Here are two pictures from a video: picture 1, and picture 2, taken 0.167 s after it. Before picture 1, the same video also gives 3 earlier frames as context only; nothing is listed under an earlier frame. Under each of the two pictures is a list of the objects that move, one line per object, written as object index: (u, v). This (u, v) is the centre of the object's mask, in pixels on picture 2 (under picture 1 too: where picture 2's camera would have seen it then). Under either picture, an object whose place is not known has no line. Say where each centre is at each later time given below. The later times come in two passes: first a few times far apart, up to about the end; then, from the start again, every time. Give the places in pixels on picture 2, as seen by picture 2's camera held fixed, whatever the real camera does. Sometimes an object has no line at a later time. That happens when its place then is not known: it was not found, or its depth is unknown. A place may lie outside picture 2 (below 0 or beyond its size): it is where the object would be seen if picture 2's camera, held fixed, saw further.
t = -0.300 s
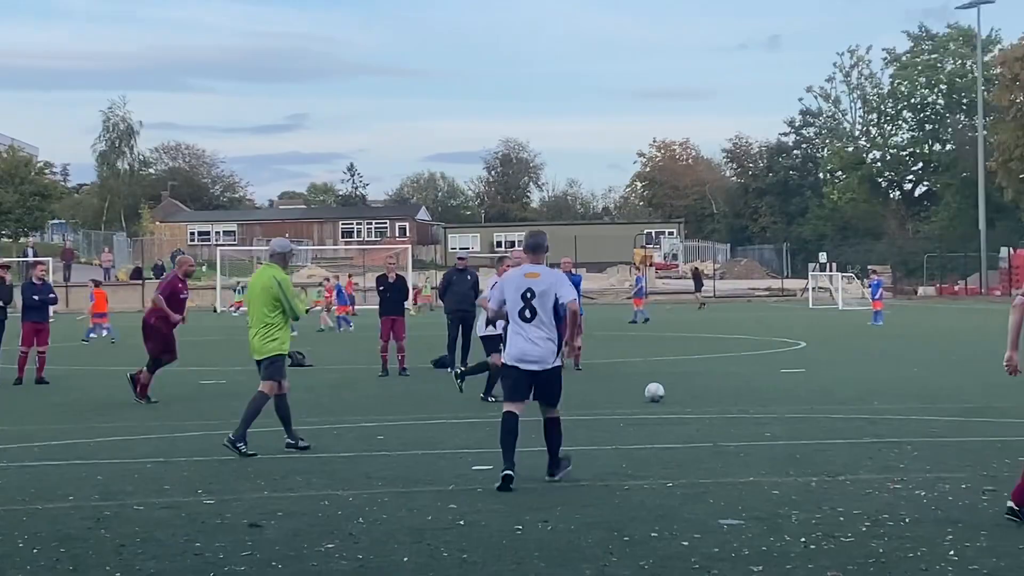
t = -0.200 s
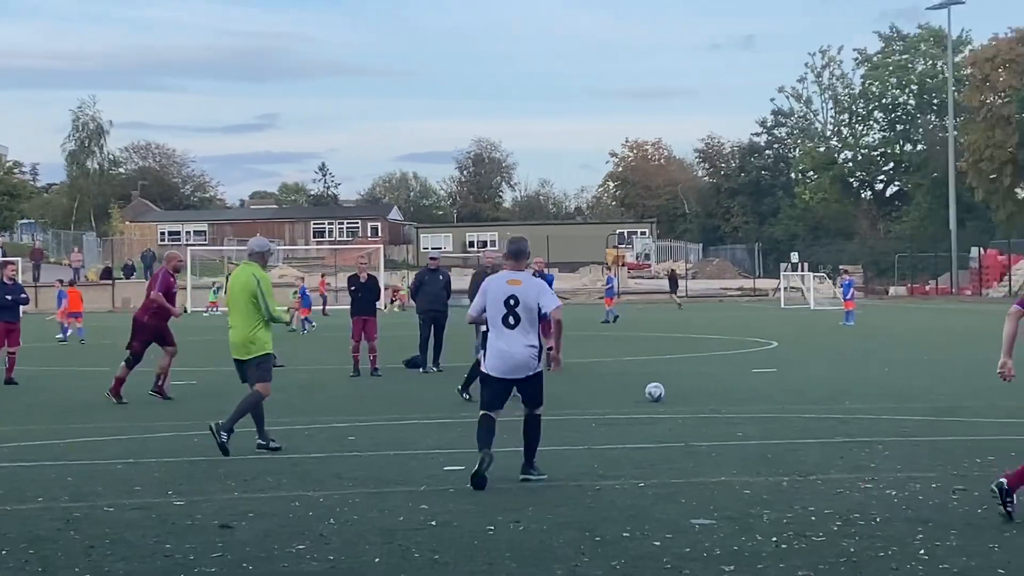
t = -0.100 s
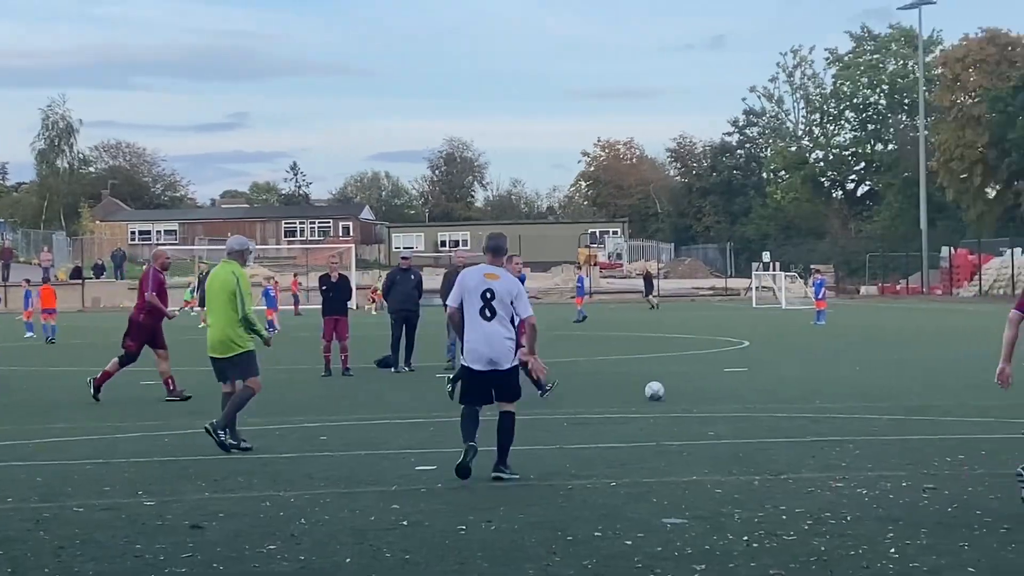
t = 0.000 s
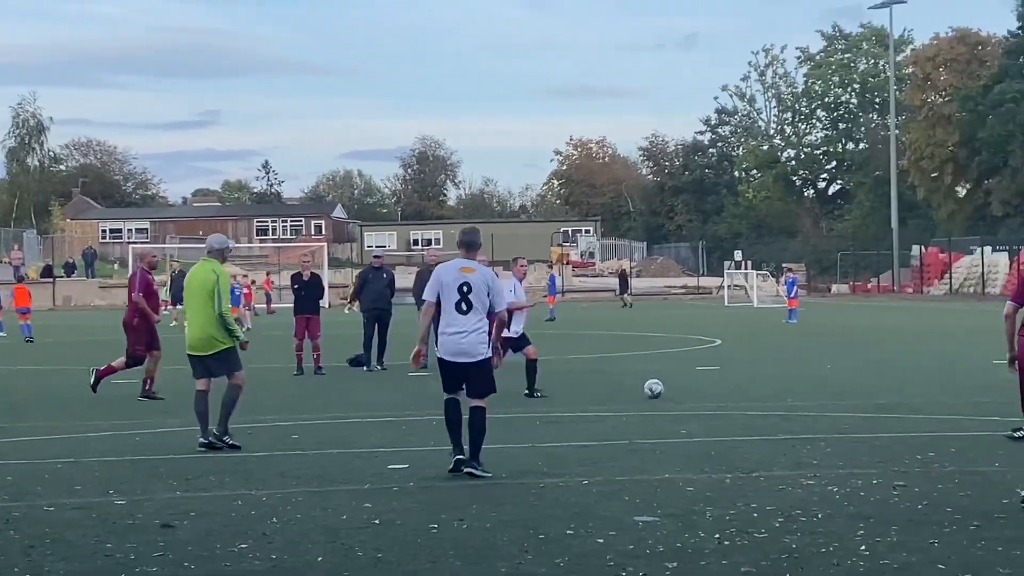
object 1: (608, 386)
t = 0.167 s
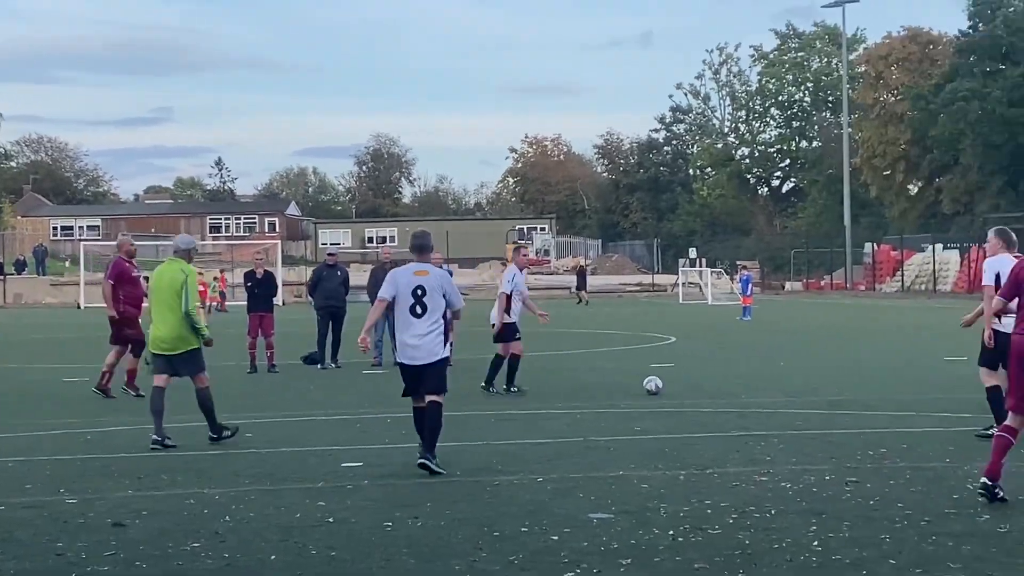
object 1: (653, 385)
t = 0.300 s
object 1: (688, 385)
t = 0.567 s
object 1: (754, 384)
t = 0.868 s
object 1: (829, 383)
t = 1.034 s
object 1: (868, 381)
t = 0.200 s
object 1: (661, 385)
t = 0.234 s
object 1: (670, 385)
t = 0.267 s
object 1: (679, 384)
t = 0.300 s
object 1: (688, 385)
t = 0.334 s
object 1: (696, 384)
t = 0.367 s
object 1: (704, 384)
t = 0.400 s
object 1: (713, 385)
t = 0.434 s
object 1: (721, 384)
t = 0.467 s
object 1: (730, 384)
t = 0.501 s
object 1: (738, 384)
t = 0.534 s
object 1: (746, 383)
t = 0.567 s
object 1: (754, 384)
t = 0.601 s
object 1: (763, 383)
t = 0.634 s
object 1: (771, 383)
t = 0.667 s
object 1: (779, 382)
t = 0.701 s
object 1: (788, 383)
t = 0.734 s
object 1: (796, 383)
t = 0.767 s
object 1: (804, 383)
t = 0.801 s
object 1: (812, 383)
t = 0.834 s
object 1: (820, 382)
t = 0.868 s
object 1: (829, 383)
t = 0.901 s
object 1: (836, 382)
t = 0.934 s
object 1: (844, 382)
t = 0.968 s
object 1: (853, 382)
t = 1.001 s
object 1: (860, 381)
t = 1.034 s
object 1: (868, 381)
